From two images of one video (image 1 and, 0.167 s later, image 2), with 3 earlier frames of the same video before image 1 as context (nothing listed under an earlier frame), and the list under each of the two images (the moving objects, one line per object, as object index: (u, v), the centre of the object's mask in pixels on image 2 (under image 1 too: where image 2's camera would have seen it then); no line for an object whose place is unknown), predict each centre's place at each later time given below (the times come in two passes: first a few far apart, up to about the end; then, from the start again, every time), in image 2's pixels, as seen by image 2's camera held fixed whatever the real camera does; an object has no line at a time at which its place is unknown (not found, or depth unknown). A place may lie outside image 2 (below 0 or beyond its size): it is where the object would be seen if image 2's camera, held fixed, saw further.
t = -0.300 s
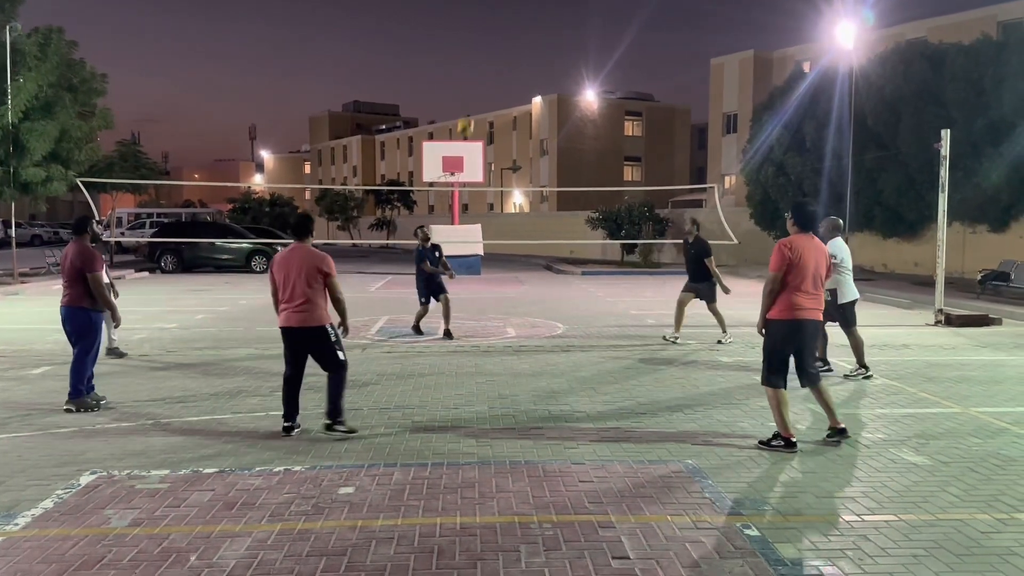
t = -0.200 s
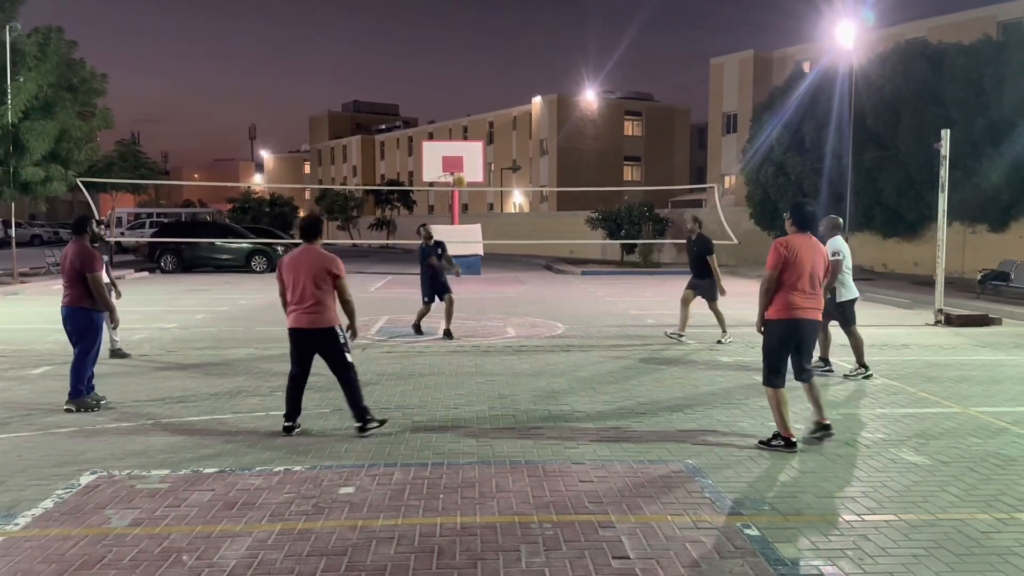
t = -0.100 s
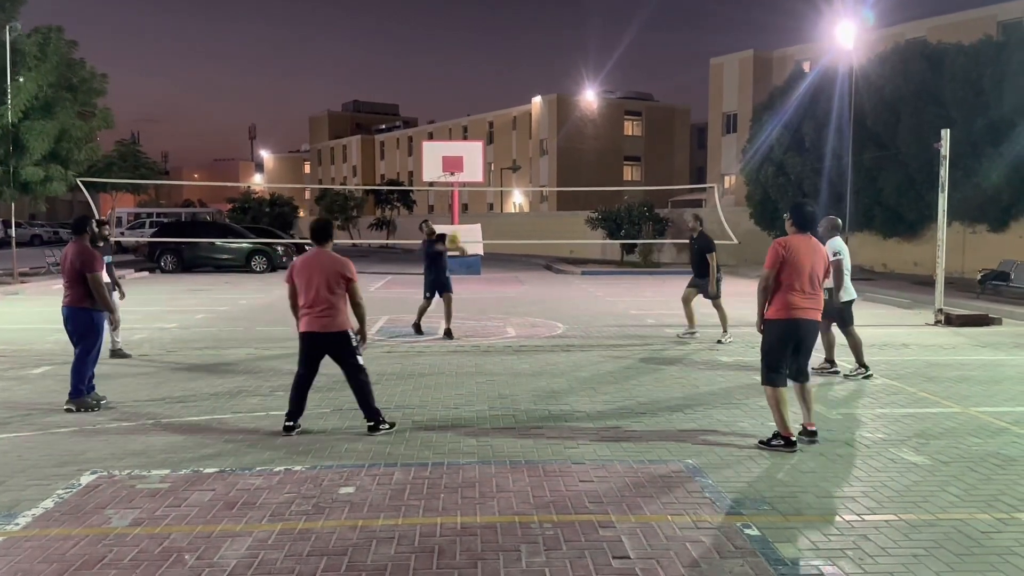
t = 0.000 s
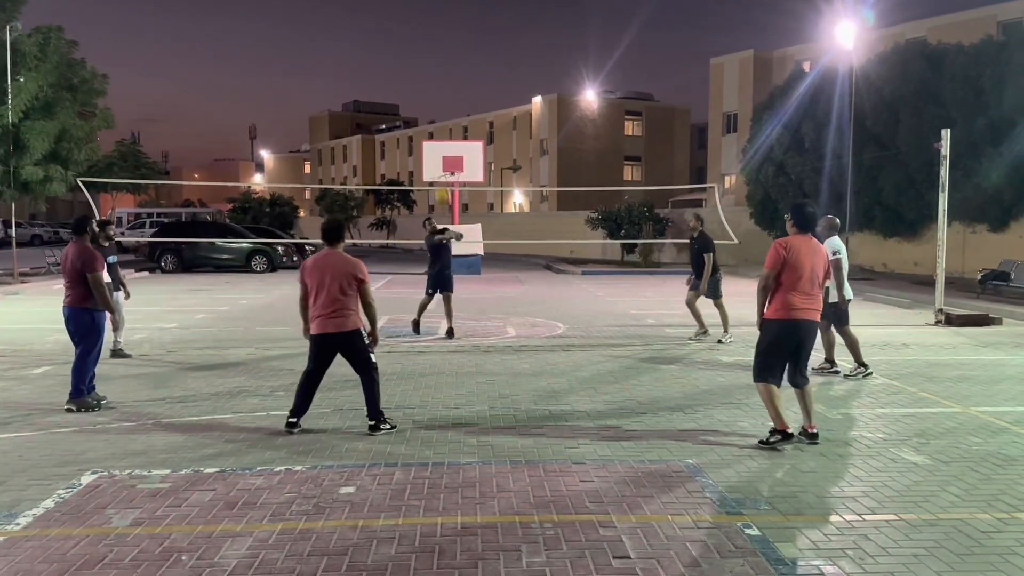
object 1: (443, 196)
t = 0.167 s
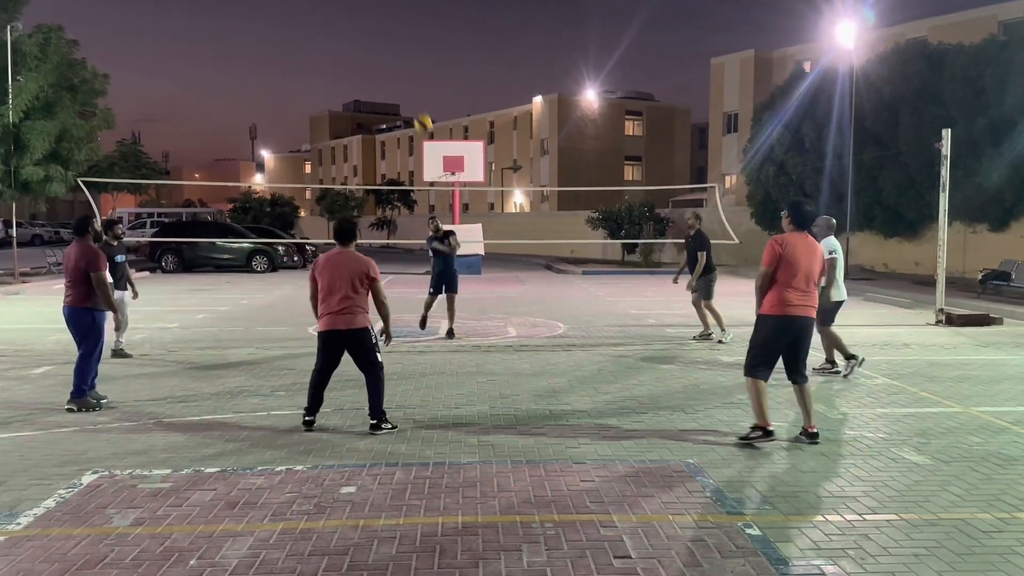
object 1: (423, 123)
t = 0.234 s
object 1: (415, 100)
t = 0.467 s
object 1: (384, 32)
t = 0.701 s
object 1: (350, 9)
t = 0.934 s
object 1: (313, 39)
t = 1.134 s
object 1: (278, 114)
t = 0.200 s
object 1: (419, 111)
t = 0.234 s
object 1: (415, 100)
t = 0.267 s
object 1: (411, 87)
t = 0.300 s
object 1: (406, 75)
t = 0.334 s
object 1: (402, 66)
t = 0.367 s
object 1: (398, 56)
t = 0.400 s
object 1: (393, 48)
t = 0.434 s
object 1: (389, 40)
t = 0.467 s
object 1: (384, 32)
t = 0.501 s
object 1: (379, 26)
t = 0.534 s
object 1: (374, 22)
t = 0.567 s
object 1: (370, 16)
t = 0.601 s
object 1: (365, 13)
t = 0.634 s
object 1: (360, 11)
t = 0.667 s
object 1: (355, 10)
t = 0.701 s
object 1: (350, 9)
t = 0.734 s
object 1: (345, 10)
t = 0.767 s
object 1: (340, 11)
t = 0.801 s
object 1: (335, 15)
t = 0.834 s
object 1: (330, 19)
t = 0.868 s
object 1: (324, 24)
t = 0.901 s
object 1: (319, 31)
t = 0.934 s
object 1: (313, 39)
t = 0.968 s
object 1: (307, 48)
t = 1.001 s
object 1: (302, 58)
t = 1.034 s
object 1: (296, 70)
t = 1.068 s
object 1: (290, 85)
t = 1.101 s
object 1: (284, 98)
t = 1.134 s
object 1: (278, 114)
